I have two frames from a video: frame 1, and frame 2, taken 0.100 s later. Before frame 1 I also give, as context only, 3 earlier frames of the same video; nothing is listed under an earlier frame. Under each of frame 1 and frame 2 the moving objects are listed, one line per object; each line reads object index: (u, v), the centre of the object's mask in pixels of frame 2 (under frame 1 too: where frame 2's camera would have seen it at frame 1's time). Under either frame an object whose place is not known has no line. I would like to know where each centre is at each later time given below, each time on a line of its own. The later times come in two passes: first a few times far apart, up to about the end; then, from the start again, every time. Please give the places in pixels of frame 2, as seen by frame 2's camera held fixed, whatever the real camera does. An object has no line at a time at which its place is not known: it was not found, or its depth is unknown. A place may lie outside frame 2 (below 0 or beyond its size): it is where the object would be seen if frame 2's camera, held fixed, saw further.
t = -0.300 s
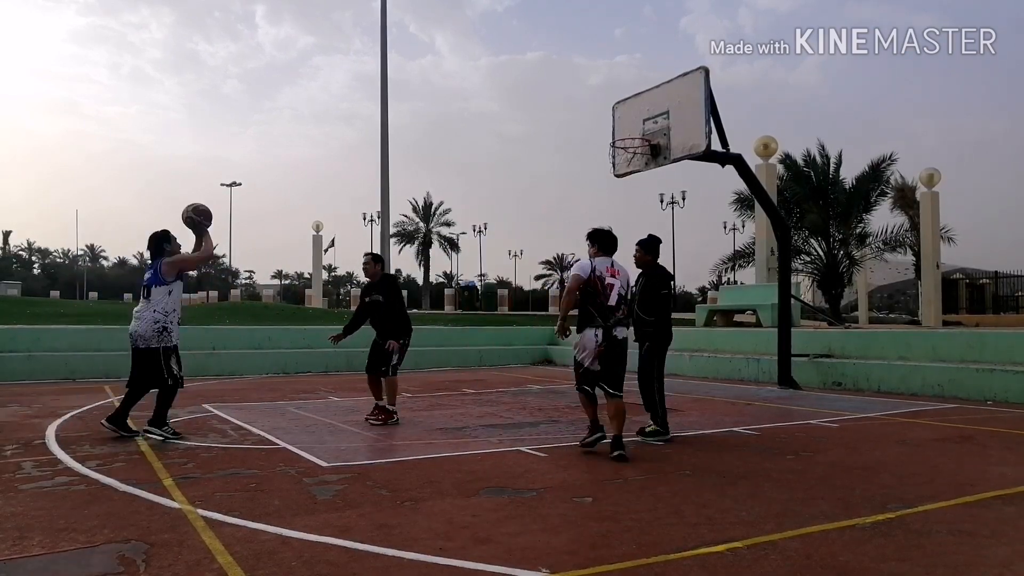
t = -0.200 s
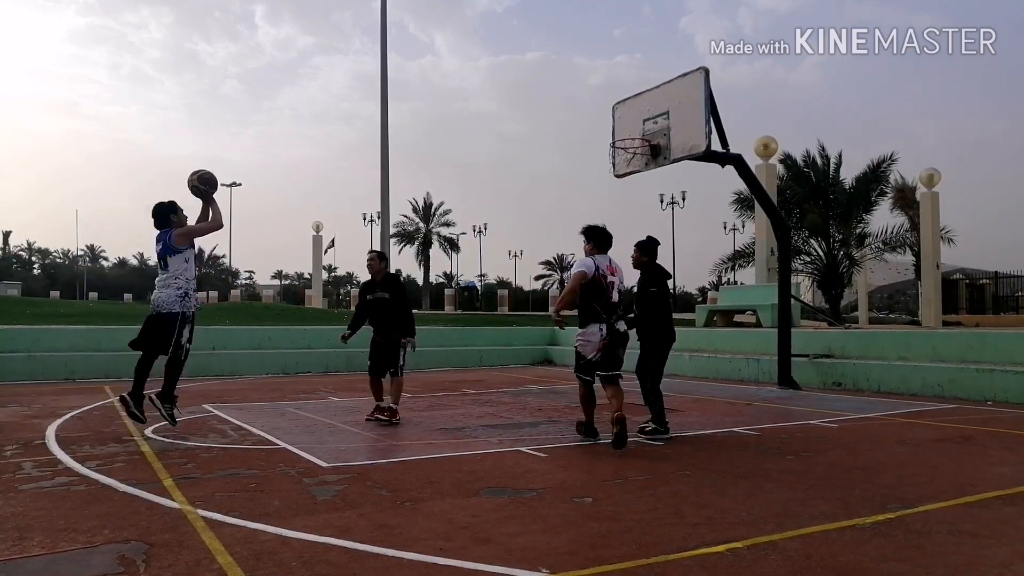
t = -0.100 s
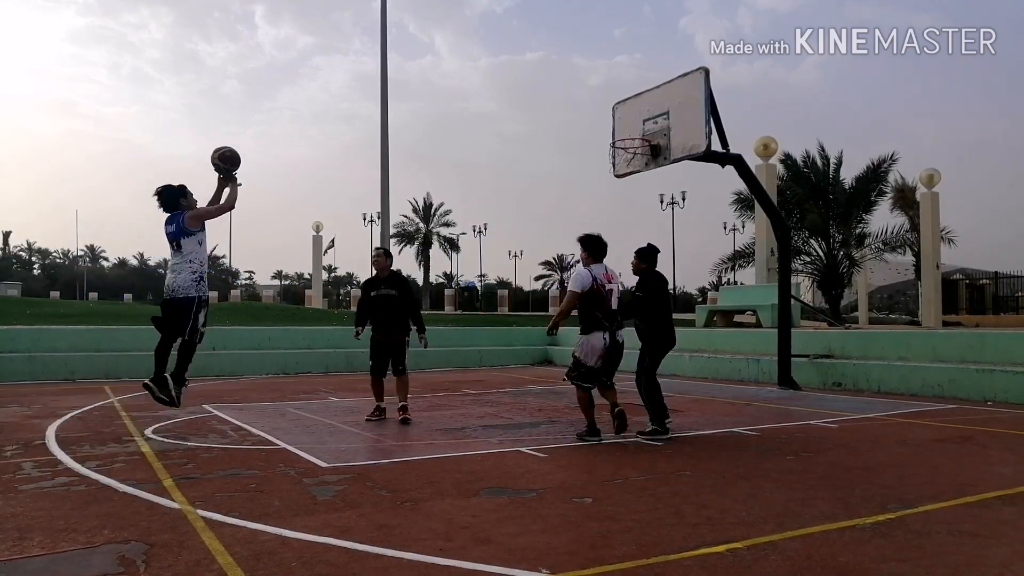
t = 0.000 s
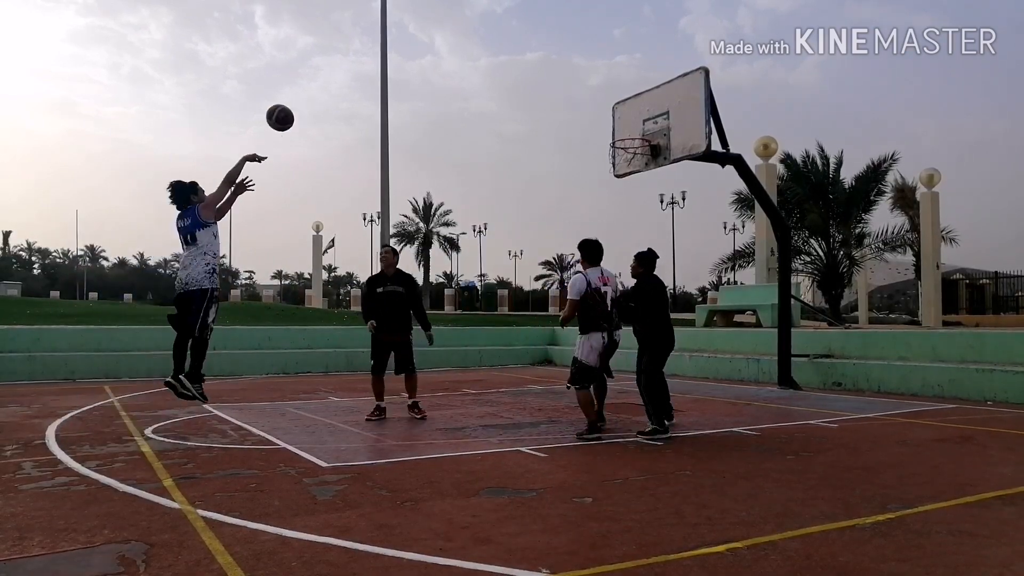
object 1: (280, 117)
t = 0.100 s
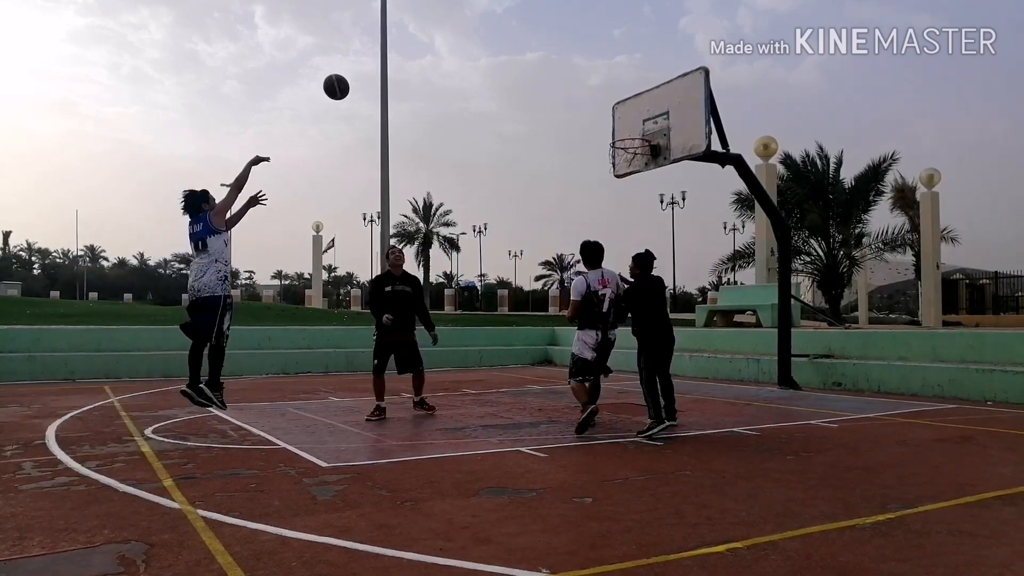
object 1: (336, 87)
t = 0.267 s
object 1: (420, 62)
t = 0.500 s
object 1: (518, 76)
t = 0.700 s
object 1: (589, 124)
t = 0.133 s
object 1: (354, 79)
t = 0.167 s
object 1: (371, 73)
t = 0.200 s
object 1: (388, 68)
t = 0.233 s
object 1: (404, 64)
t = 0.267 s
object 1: (420, 62)
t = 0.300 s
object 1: (435, 61)
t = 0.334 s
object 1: (450, 61)
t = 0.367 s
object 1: (464, 61)
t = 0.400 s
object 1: (478, 64)
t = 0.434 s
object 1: (492, 67)
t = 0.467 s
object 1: (505, 71)
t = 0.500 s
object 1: (518, 76)
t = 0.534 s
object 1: (531, 81)
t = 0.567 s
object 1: (543, 88)
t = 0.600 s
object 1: (555, 96)
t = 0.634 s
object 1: (567, 104)
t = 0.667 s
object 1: (578, 114)
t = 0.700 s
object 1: (589, 124)
